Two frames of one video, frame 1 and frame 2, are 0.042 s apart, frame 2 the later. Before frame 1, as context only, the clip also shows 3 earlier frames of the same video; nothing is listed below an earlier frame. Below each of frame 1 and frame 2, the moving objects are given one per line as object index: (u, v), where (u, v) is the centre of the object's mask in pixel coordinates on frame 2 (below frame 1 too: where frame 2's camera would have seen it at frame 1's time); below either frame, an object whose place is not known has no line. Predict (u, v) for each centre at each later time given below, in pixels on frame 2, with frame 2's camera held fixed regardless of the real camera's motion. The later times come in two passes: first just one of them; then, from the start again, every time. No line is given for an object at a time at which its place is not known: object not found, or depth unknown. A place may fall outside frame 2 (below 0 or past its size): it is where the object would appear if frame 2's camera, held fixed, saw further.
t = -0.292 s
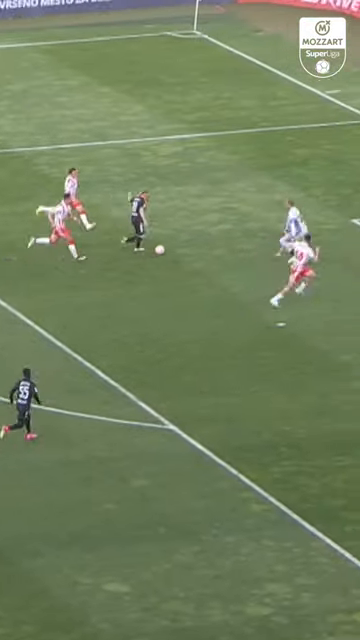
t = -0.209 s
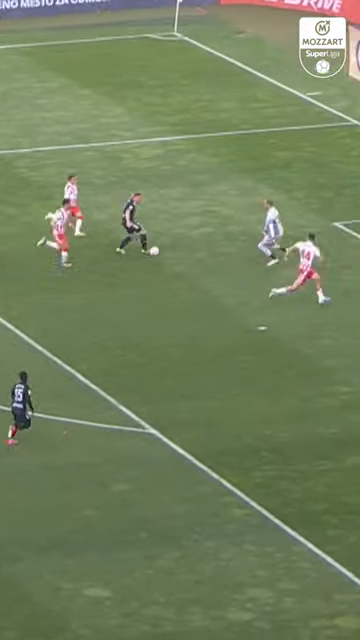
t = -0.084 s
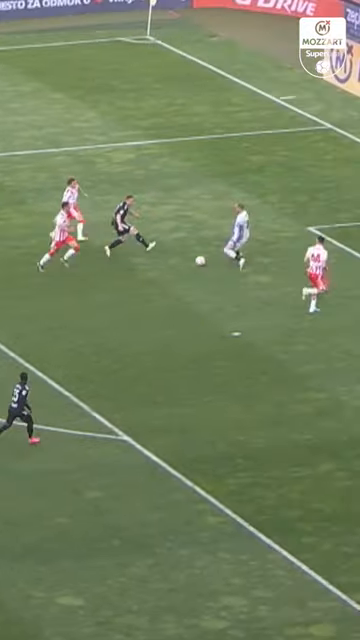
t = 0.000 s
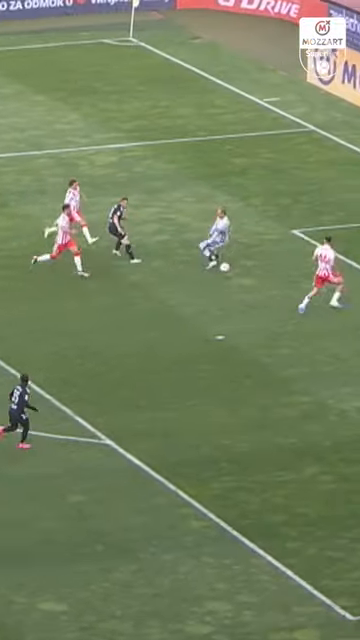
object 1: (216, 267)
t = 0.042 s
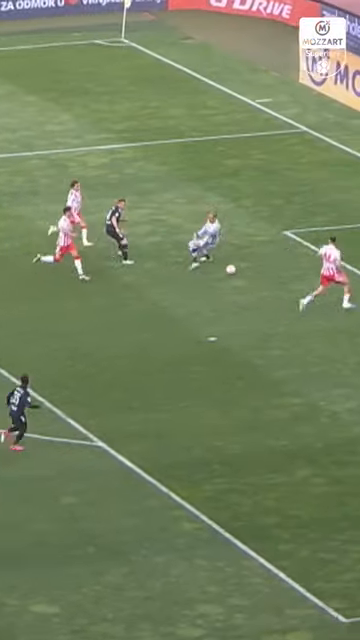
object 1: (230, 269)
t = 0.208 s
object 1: (283, 280)
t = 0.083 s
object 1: (243, 271)
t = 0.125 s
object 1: (257, 273)
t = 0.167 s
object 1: (271, 276)
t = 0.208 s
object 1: (283, 280)
